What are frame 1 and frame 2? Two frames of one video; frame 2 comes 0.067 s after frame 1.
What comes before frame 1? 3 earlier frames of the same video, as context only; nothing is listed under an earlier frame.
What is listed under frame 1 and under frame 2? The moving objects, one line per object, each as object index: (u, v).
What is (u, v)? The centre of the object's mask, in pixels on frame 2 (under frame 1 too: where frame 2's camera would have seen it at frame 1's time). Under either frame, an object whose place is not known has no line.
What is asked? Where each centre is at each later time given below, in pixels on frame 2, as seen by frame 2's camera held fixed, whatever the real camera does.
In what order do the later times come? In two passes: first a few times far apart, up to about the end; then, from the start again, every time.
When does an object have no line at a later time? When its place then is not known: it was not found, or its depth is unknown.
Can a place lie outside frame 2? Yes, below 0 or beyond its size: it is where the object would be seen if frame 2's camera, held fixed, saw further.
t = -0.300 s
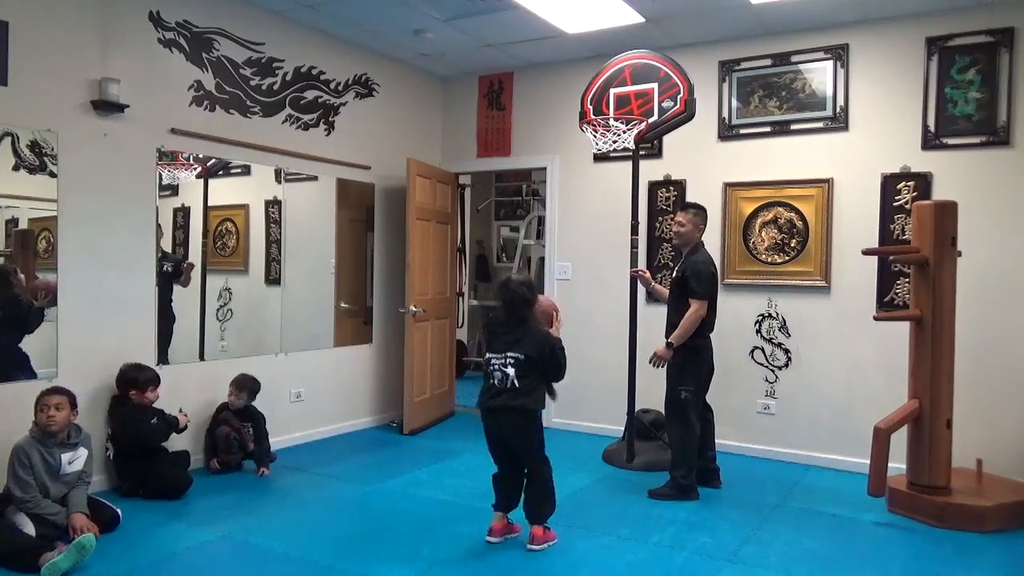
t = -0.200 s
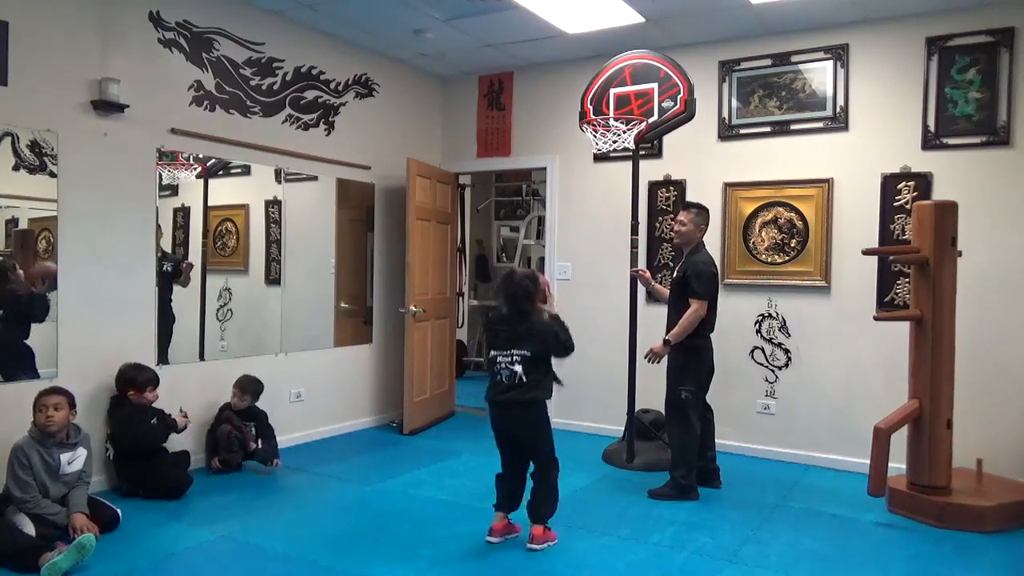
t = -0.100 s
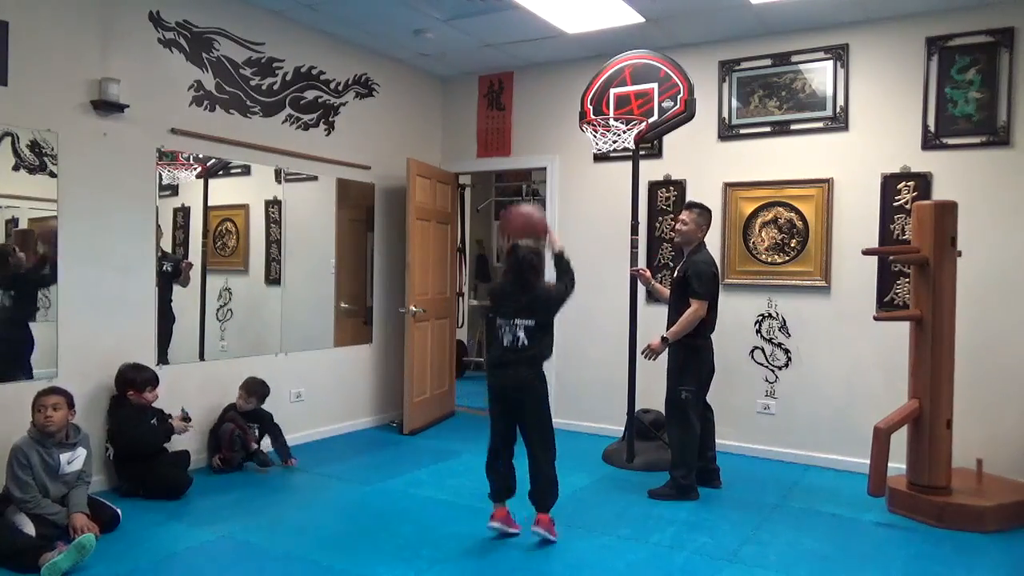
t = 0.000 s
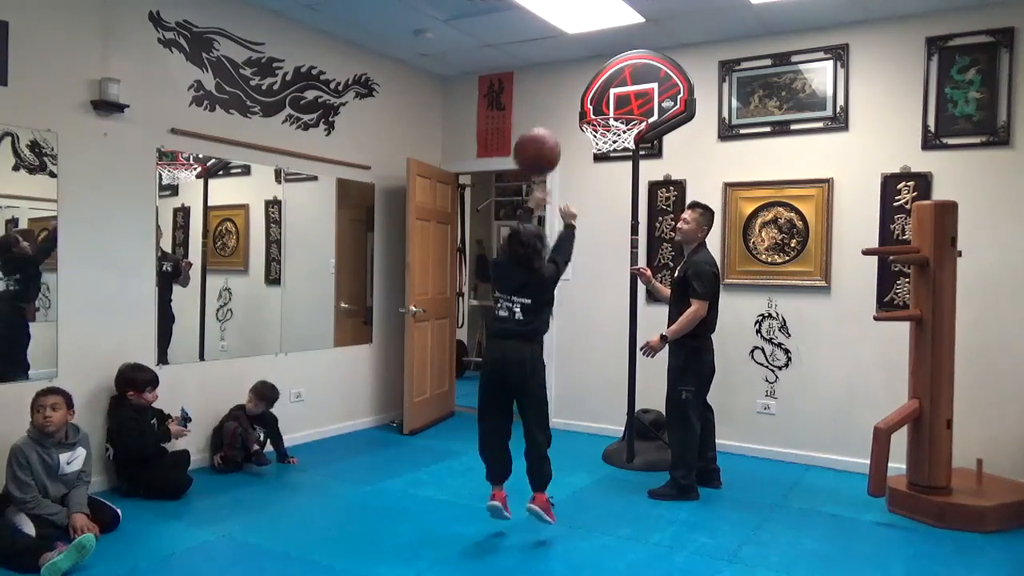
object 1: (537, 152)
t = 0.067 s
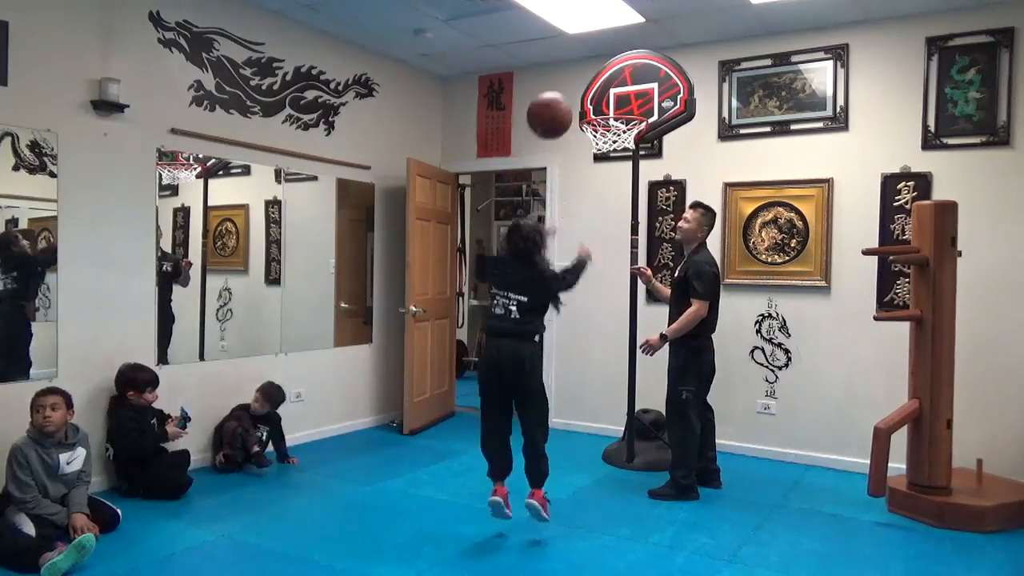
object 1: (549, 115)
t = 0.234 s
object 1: (577, 65)
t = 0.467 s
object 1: (607, 78)
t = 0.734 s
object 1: (611, 100)
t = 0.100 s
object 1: (555, 101)
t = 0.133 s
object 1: (561, 89)
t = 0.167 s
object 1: (566, 79)
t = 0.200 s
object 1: (571, 71)
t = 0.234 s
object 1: (577, 65)
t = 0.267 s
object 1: (581, 62)
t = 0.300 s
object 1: (586, 61)
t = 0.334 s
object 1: (591, 61)
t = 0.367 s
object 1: (596, 63)
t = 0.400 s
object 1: (600, 67)
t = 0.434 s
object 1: (604, 72)
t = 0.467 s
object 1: (607, 78)
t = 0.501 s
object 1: (608, 84)
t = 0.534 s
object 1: (609, 91)
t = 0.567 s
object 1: (609, 99)
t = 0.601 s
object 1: (612, 104)
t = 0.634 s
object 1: (611, 102)
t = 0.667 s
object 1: (611, 100)
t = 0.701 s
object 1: (612, 100)
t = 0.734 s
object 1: (611, 100)
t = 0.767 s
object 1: (613, 102)
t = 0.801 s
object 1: (614, 103)
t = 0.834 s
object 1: (613, 102)
